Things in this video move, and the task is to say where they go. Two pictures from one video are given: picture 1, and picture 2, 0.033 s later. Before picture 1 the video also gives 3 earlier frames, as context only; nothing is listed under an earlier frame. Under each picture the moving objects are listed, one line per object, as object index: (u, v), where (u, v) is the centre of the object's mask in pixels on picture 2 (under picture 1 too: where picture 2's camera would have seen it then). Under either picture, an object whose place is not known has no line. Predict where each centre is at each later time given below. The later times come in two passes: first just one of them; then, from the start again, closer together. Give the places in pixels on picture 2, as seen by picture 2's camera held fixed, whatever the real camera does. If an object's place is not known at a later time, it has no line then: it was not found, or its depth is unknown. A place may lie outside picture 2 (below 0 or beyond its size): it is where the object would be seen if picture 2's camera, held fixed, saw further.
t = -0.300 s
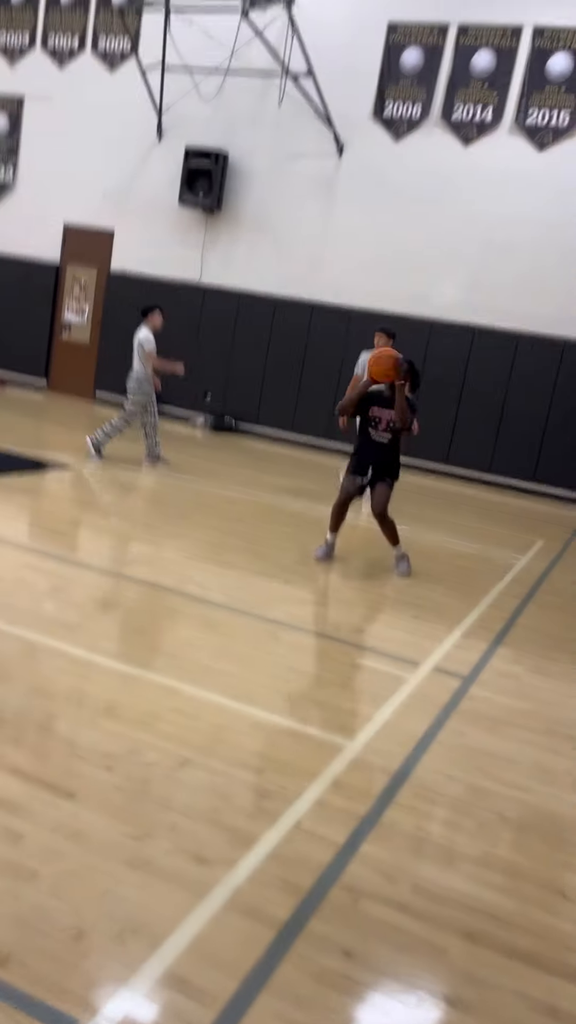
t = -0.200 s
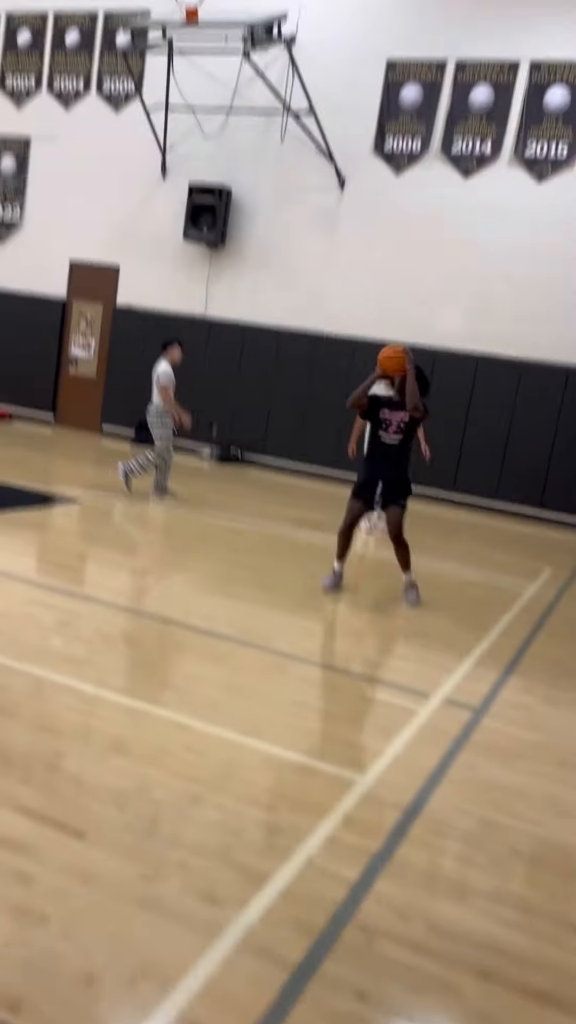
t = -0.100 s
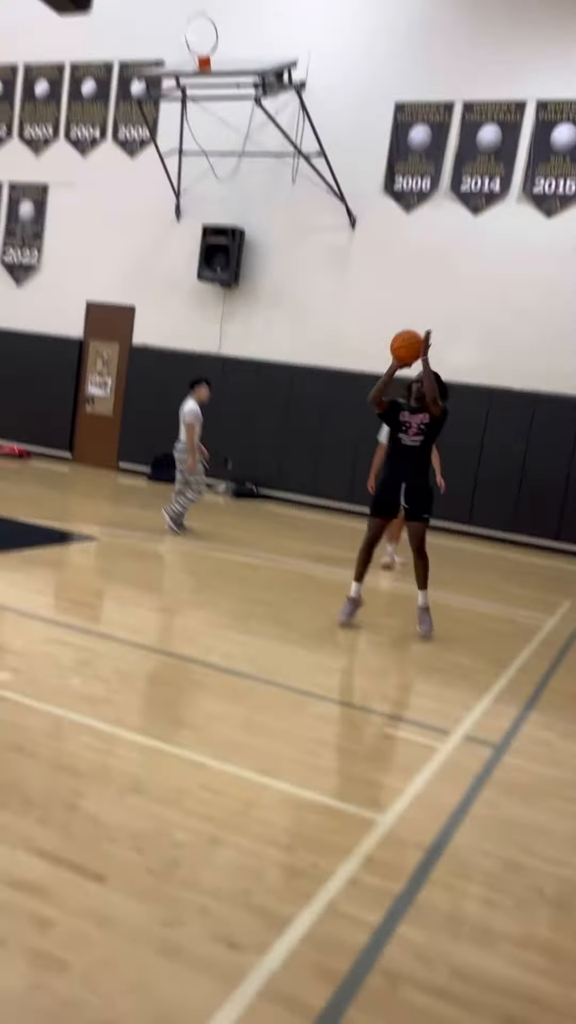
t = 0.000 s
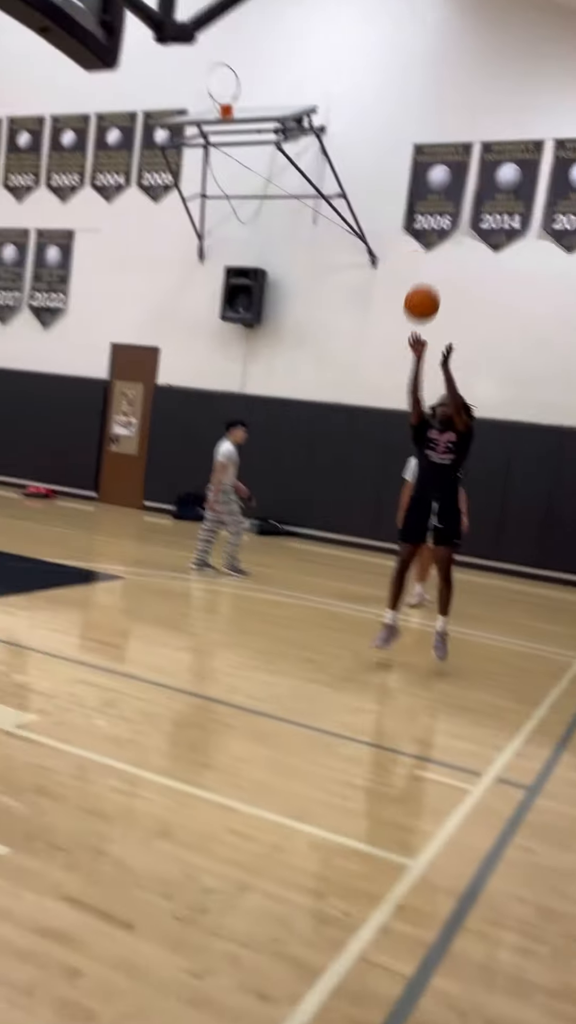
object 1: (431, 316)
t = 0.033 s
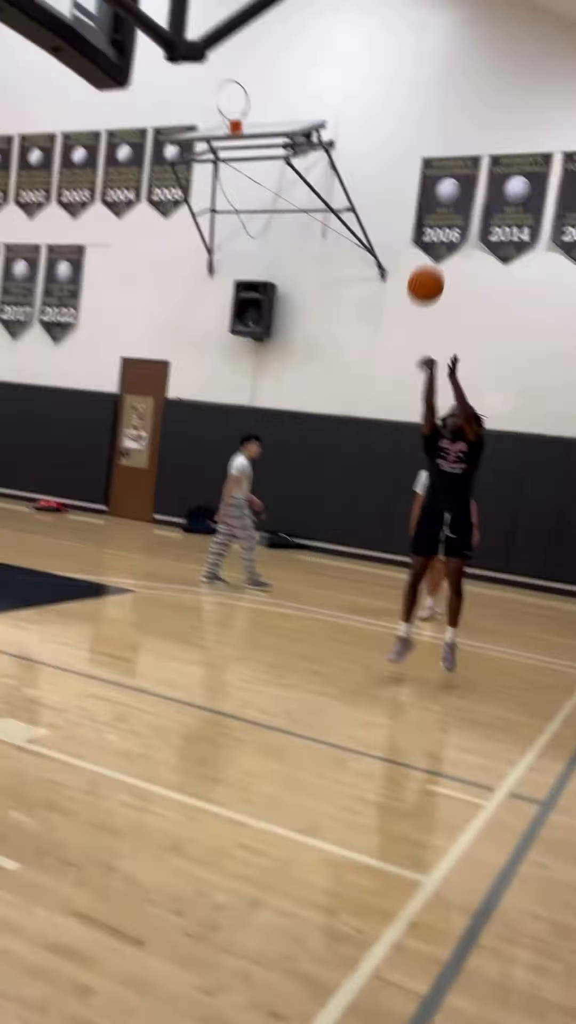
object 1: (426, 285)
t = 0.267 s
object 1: (370, 78)
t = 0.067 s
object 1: (419, 254)
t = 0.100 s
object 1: (413, 223)
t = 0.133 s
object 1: (406, 193)
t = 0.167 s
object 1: (399, 164)
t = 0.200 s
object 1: (391, 135)
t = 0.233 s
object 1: (381, 106)
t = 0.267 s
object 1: (370, 78)
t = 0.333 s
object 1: (353, 28)
